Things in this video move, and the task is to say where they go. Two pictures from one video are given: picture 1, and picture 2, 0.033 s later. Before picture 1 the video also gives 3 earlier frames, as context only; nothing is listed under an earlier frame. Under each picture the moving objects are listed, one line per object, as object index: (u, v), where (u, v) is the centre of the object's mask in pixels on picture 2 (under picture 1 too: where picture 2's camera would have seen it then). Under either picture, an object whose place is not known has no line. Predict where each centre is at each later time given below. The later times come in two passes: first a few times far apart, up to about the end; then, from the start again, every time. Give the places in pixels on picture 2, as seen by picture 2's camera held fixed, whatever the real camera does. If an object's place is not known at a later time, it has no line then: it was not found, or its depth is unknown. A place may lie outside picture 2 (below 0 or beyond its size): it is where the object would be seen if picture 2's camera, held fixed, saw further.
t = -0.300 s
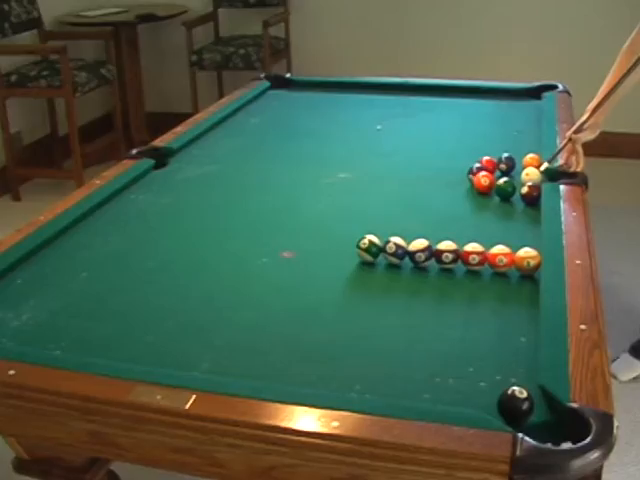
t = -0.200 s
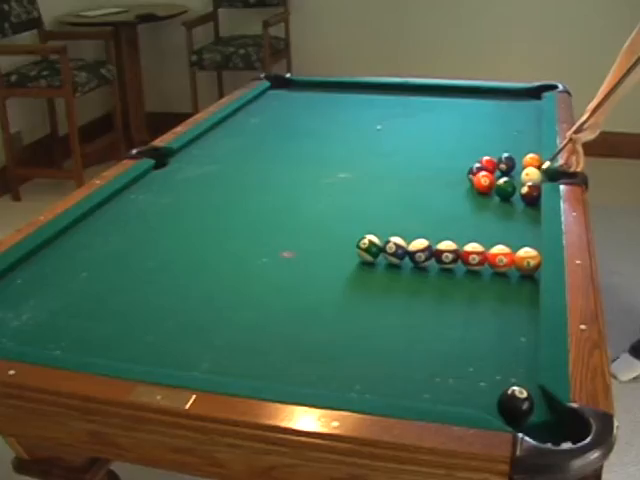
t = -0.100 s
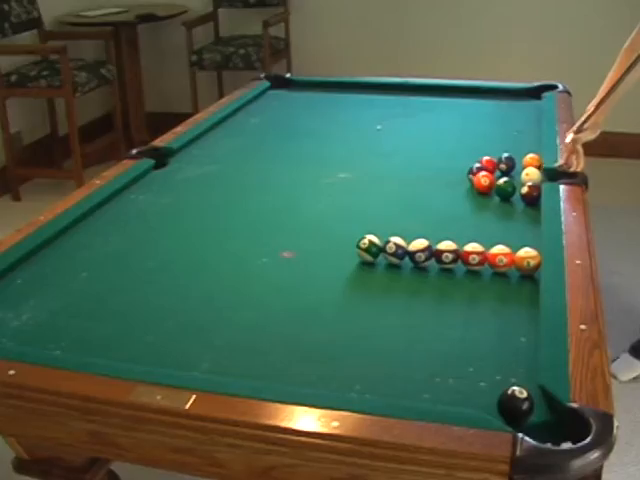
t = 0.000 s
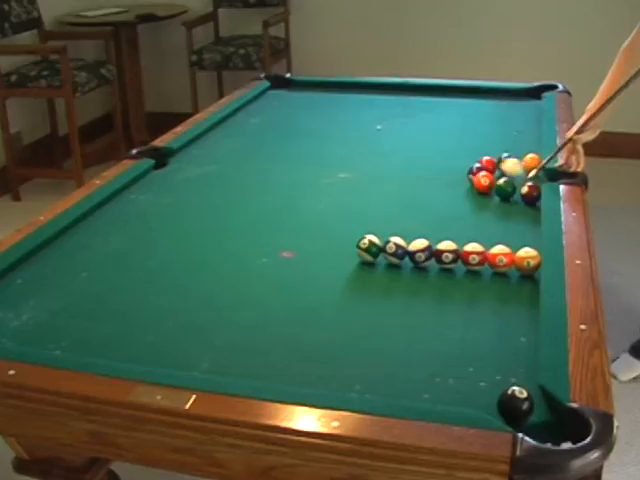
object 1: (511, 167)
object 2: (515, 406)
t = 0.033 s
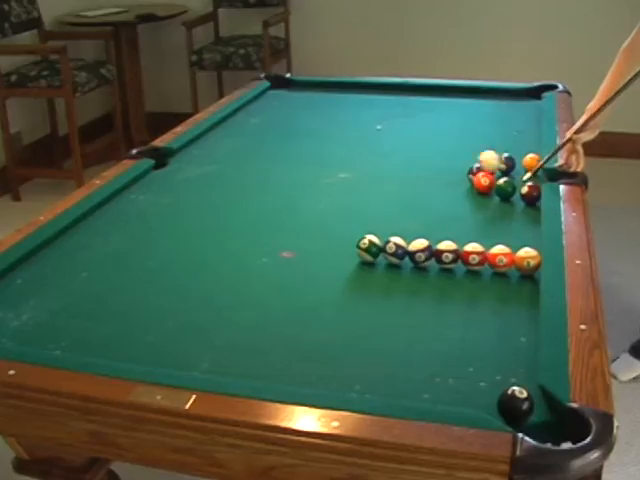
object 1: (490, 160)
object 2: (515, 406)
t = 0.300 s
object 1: (298, 189)
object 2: (515, 406)
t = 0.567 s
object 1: (123, 211)
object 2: (515, 406)
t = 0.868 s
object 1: (150, 240)
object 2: (515, 406)
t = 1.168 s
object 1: (230, 276)
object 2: (515, 406)
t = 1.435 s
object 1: (316, 313)
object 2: (515, 406)
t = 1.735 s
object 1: (433, 363)
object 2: (515, 406)
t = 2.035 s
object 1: (513, 388)
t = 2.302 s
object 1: (507, 389)
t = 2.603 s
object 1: (491, 390)
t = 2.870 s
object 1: (480, 390)
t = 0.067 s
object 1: (465, 156)
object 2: (515, 406)
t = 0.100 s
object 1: (441, 156)
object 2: (515, 406)
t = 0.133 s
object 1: (416, 161)
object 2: (515, 406)
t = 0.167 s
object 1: (391, 169)
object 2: (515, 406)
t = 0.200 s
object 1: (366, 182)
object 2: (515, 406)
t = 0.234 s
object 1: (342, 187)
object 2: (515, 406)
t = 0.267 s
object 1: (320, 186)
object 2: (515, 406)
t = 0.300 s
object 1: (298, 189)
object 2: (515, 406)
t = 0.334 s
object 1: (276, 197)
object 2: (515, 406)
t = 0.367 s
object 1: (254, 196)
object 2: (515, 406)
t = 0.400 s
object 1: (233, 199)
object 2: (515, 406)
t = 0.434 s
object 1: (211, 201)
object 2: (515, 406)
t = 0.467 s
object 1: (188, 205)
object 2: (515, 406)
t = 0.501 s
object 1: (166, 207)
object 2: (515, 406)
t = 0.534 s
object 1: (145, 209)
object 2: (515, 406)
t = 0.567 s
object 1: (123, 211)
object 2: (515, 406)
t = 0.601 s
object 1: (101, 214)
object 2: (515, 406)
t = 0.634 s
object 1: (93, 216)
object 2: (515, 406)
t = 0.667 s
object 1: (102, 220)
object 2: (515, 406)
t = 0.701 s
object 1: (111, 223)
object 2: (515, 406)
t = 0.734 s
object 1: (119, 226)
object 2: (515, 406)
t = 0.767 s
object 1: (127, 229)
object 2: (515, 406)
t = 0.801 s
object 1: (134, 233)
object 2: (515, 406)
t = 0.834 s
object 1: (142, 236)
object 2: (515, 406)
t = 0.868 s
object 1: (150, 240)
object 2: (515, 406)
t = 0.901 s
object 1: (158, 244)
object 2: (515, 406)
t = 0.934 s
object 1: (166, 247)
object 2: (515, 406)
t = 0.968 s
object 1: (175, 251)
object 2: (515, 406)
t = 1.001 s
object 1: (183, 255)
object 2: (515, 406)
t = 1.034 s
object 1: (192, 259)
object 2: (515, 406)
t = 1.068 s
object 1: (202, 263)
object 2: (515, 406)
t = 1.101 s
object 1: (211, 267)
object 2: (515, 406)
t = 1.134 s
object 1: (220, 271)
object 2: (515, 406)
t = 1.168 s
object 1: (230, 276)
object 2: (515, 406)
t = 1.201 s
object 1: (240, 280)
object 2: (515, 406)
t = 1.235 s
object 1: (250, 284)
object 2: (515, 406)
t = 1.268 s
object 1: (261, 289)
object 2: (515, 406)
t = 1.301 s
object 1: (271, 294)
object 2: (515, 406)
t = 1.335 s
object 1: (282, 298)
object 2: (515, 406)
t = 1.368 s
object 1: (293, 303)
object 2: (515, 406)
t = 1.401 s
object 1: (305, 308)
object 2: (515, 406)
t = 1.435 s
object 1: (316, 313)
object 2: (515, 406)
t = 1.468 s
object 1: (328, 318)
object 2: (515, 406)
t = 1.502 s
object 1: (340, 323)
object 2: (515, 406)
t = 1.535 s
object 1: (353, 329)
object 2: (515, 406)
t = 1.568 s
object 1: (365, 334)
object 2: (515, 406)
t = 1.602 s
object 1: (378, 340)
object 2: (515, 406)
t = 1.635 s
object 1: (392, 346)
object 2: (515, 406)
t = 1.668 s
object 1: (405, 351)
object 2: (515, 406)
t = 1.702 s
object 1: (419, 358)
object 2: (515, 406)
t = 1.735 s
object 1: (433, 363)
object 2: (515, 406)
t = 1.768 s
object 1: (446, 370)
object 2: (515, 406)
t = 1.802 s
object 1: (461, 375)
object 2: (515, 406)
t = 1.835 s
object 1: (475, 381)
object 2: (515, 406)
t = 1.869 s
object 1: (488, 386)
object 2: (517, 407)
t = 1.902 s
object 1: (492, 386)
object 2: (527, 413)
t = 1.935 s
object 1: (497, 387)
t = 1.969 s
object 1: (502, 387)
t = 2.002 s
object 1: (507, 388)
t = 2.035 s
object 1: (513, 388)
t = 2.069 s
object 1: (518, 388)
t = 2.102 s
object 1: (521, 388)
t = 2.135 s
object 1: (519, 389)
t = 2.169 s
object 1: (517, 389)
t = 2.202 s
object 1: (514, 389)
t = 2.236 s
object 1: (512, 389)
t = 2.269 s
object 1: (510, 389)
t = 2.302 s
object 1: (507, 389)
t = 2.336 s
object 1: (506, 389)
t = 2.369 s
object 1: (503, 389)
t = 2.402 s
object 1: (502, 389)
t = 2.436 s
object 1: (500, 389)
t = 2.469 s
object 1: (498, 390)
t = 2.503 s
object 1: (496, 390)
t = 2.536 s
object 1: (494, 390)
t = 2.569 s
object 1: (493, 390)
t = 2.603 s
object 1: (491, 390)
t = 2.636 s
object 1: (490, 390)
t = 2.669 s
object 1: (488, 390)
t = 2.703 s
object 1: (487, 390)
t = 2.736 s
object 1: (485, 390)
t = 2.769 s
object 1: (484, 390)
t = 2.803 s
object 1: (482, 390)
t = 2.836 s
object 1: (482, 390)
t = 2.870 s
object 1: (480, 390)
